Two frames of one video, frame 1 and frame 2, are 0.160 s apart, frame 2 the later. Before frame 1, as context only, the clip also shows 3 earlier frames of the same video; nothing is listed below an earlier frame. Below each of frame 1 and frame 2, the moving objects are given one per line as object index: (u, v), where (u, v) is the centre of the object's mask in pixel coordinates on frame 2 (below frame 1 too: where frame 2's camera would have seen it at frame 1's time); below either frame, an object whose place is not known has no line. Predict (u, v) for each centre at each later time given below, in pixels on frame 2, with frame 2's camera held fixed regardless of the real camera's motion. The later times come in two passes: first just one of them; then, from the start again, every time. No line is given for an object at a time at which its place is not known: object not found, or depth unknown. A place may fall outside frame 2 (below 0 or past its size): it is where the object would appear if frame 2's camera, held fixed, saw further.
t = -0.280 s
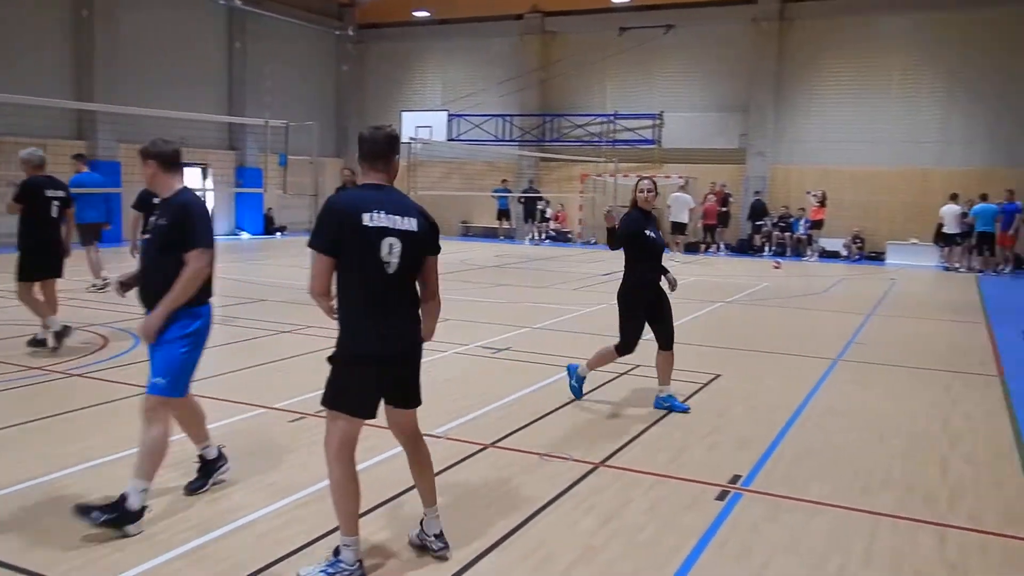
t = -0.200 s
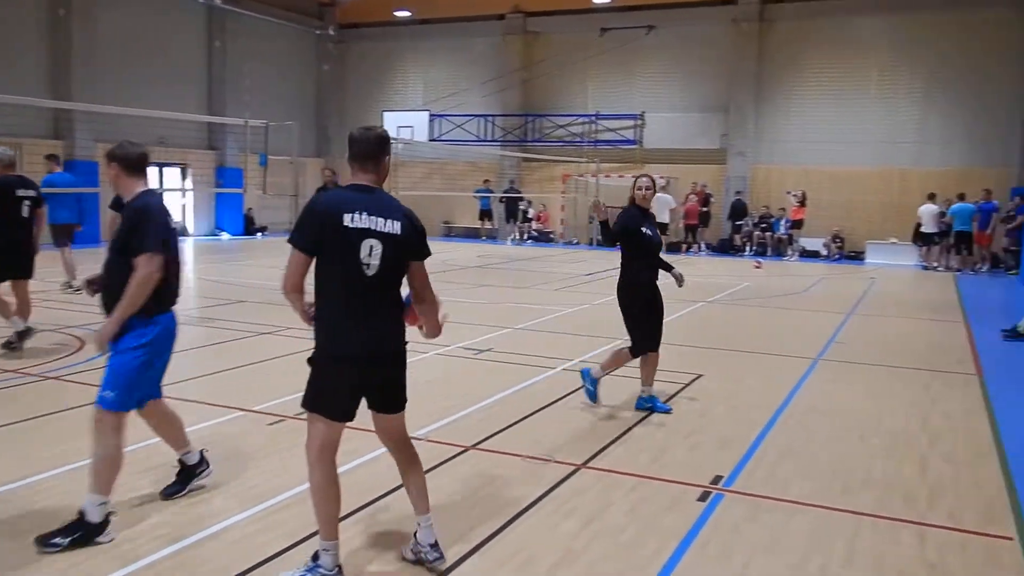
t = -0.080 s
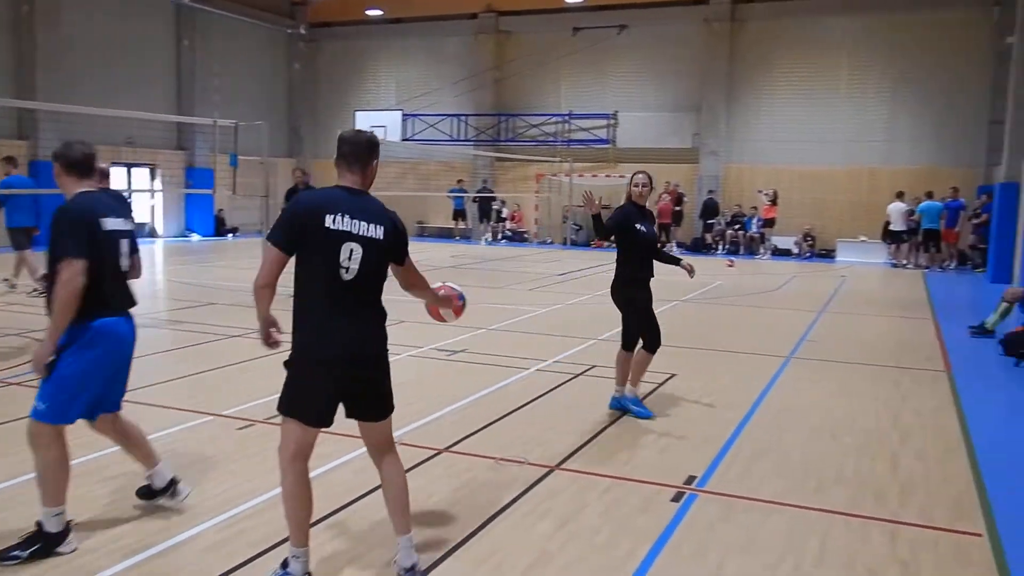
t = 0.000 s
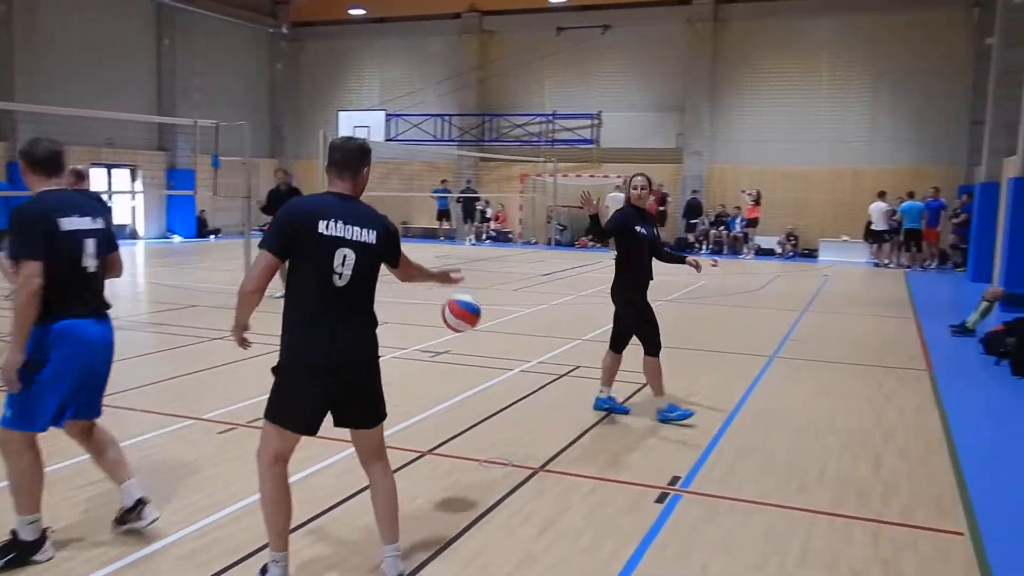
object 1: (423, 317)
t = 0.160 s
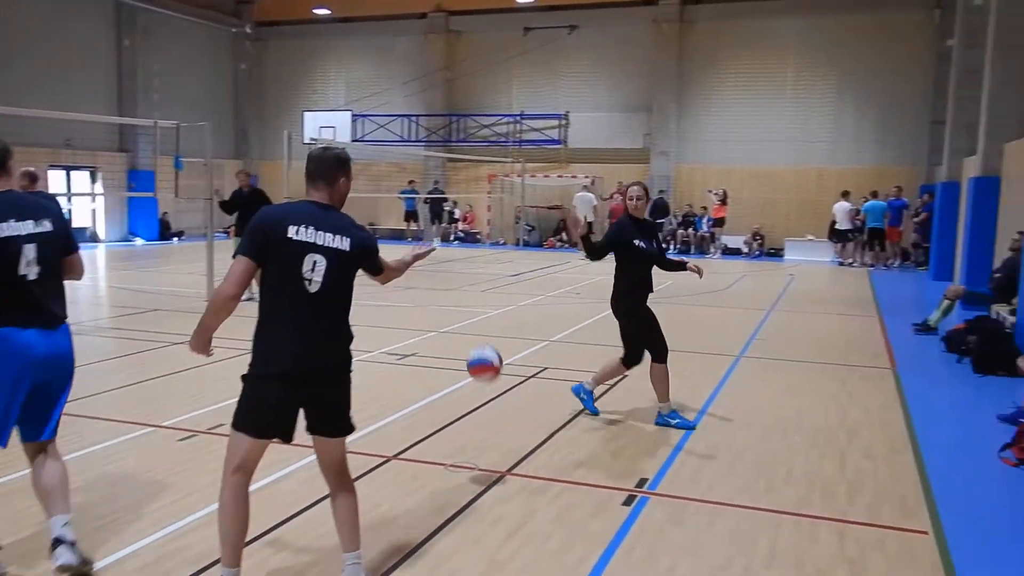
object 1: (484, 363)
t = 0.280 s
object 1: (521, 420)
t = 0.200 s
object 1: (497, 382)
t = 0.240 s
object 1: (510, 400)
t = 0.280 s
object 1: (521, 420)
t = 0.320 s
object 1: (532, 442)
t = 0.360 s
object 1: (536, 421)
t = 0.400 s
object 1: (540, 403)
